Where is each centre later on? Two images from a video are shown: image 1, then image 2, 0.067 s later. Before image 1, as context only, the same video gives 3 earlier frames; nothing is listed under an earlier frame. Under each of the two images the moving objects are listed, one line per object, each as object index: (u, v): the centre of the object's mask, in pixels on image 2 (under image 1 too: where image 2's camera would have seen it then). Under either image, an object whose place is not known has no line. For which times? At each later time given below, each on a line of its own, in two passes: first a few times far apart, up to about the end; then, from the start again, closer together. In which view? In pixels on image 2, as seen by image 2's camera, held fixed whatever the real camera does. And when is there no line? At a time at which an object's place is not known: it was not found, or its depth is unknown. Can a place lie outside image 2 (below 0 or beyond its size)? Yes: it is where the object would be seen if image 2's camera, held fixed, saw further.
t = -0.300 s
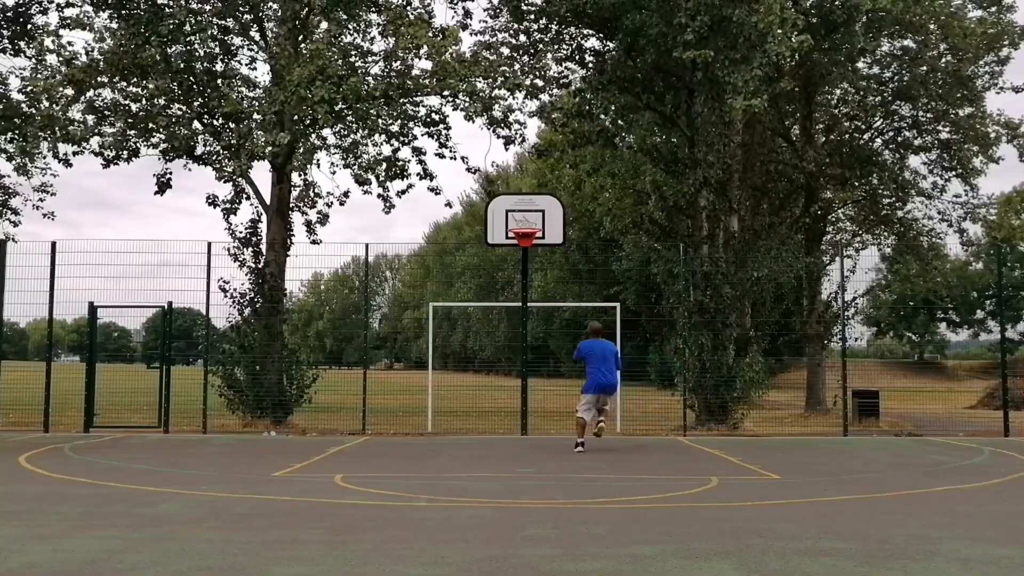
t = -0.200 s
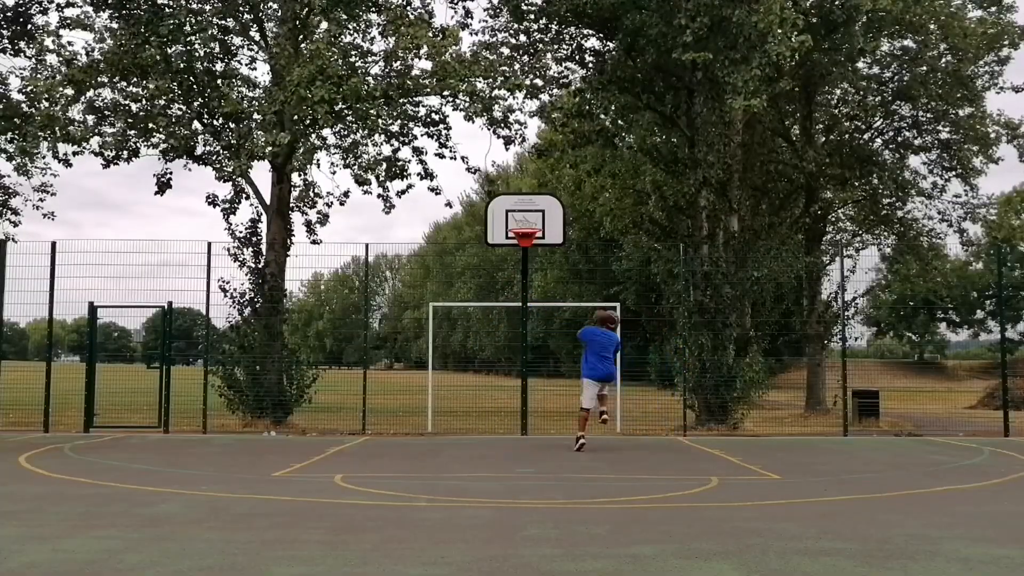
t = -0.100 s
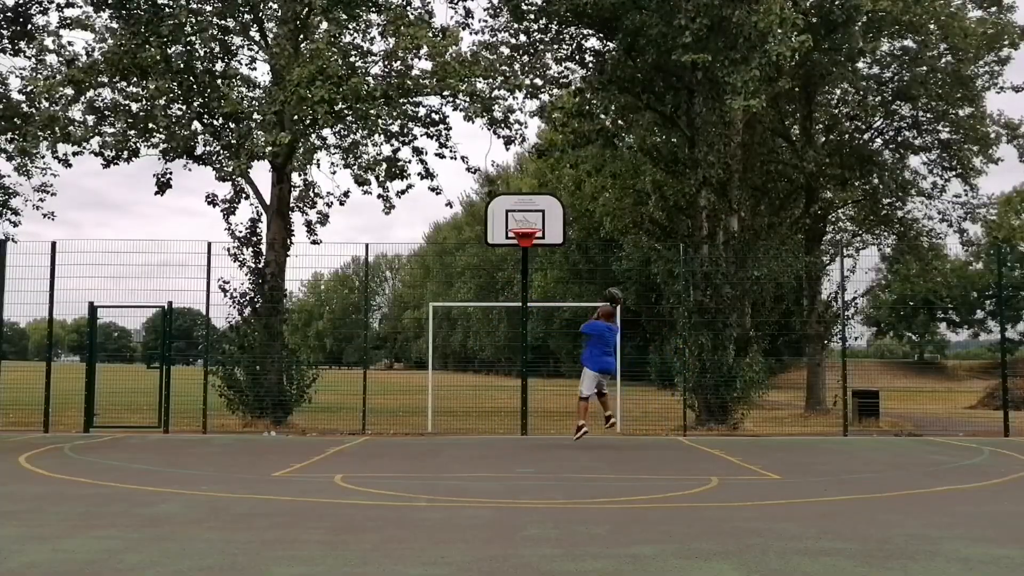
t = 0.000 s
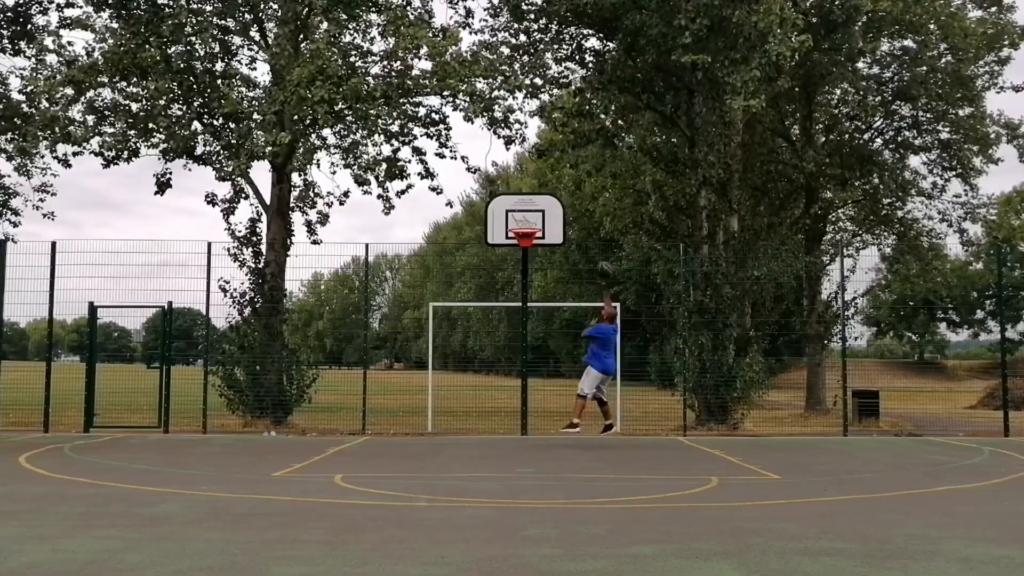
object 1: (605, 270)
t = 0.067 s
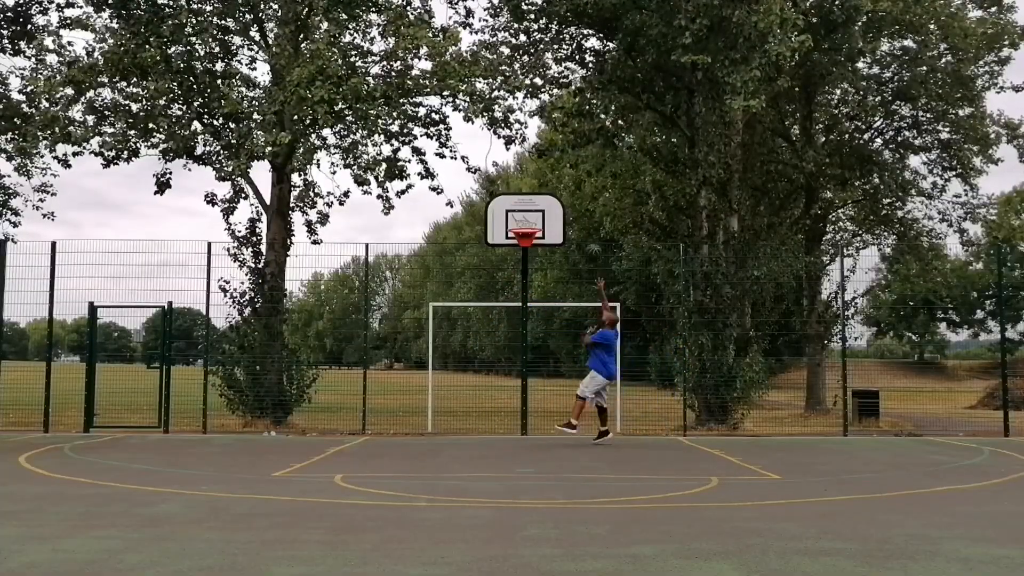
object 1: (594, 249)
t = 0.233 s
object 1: (566, 224)
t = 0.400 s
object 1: (543, 216)
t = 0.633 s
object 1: (522, 239)
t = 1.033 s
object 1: (482, 372)
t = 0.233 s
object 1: (566, 224)
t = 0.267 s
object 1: (560, 221)
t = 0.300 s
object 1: (556, 218)
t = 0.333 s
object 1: (551, 217)
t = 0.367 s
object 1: (546, 216)
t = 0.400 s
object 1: (543, 216)
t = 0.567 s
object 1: (528, 229)
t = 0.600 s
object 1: (525, 234)
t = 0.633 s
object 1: (522, 239)
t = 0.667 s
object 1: (518, 245)
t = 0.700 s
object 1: (515, 253)
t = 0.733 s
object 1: (512, 260)
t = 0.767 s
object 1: (509, 270)
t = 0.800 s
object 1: (505, 280)
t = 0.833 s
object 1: (502, 290)
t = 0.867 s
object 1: (499, 301)
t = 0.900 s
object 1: (496, 315)
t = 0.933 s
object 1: (493, 327)
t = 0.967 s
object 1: (489, 342)
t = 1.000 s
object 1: (486, 357)
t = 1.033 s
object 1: (482, 372)
